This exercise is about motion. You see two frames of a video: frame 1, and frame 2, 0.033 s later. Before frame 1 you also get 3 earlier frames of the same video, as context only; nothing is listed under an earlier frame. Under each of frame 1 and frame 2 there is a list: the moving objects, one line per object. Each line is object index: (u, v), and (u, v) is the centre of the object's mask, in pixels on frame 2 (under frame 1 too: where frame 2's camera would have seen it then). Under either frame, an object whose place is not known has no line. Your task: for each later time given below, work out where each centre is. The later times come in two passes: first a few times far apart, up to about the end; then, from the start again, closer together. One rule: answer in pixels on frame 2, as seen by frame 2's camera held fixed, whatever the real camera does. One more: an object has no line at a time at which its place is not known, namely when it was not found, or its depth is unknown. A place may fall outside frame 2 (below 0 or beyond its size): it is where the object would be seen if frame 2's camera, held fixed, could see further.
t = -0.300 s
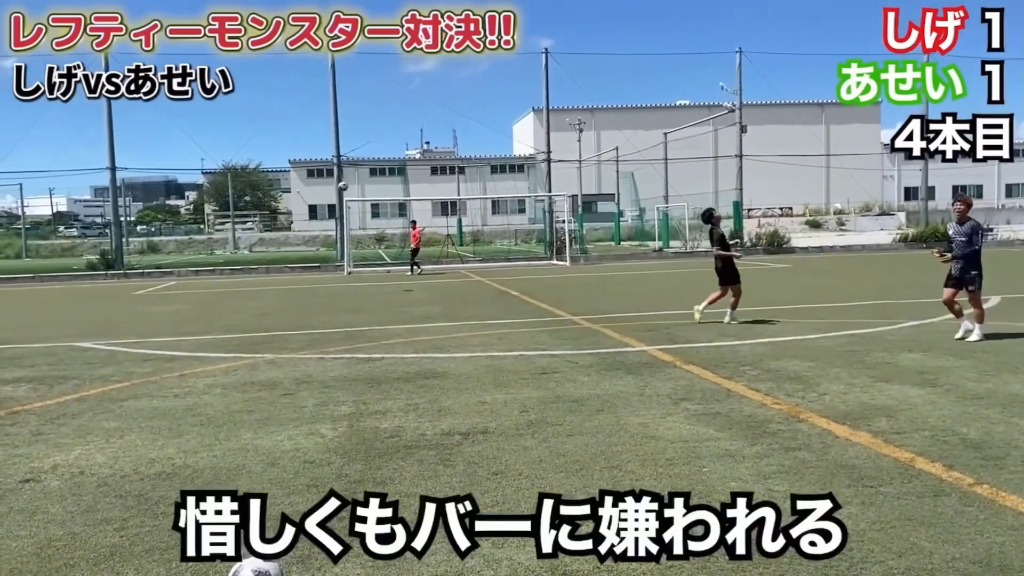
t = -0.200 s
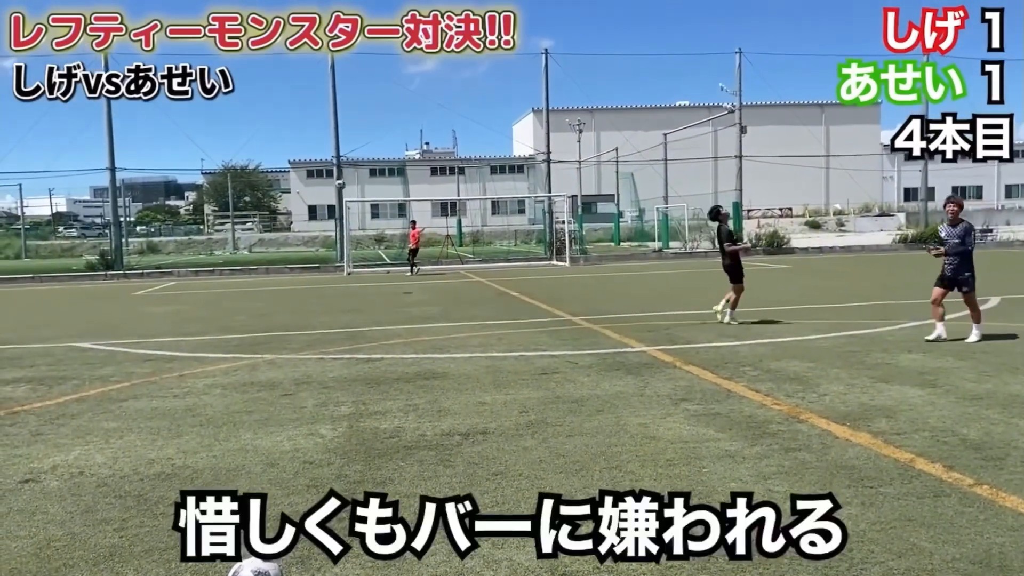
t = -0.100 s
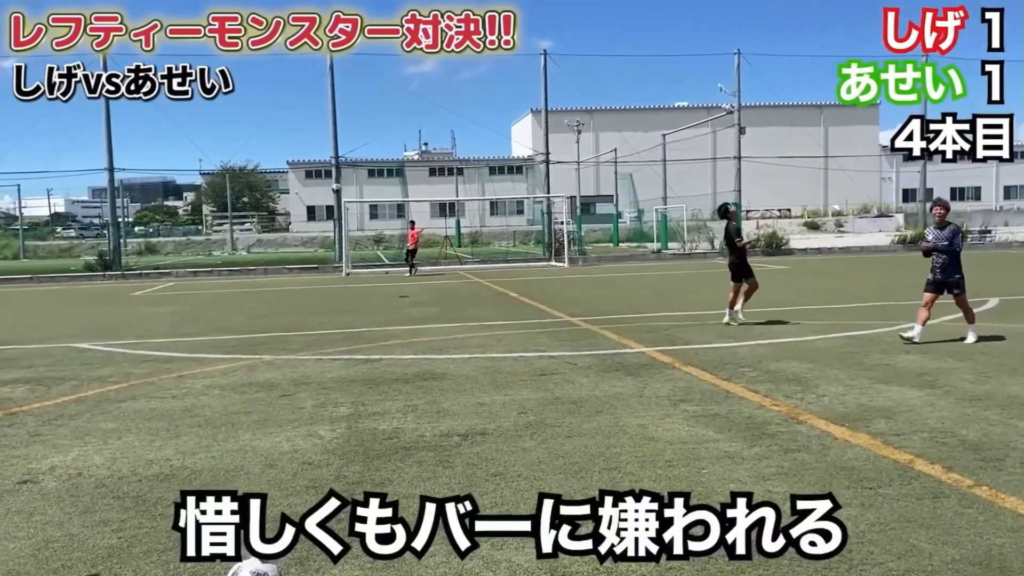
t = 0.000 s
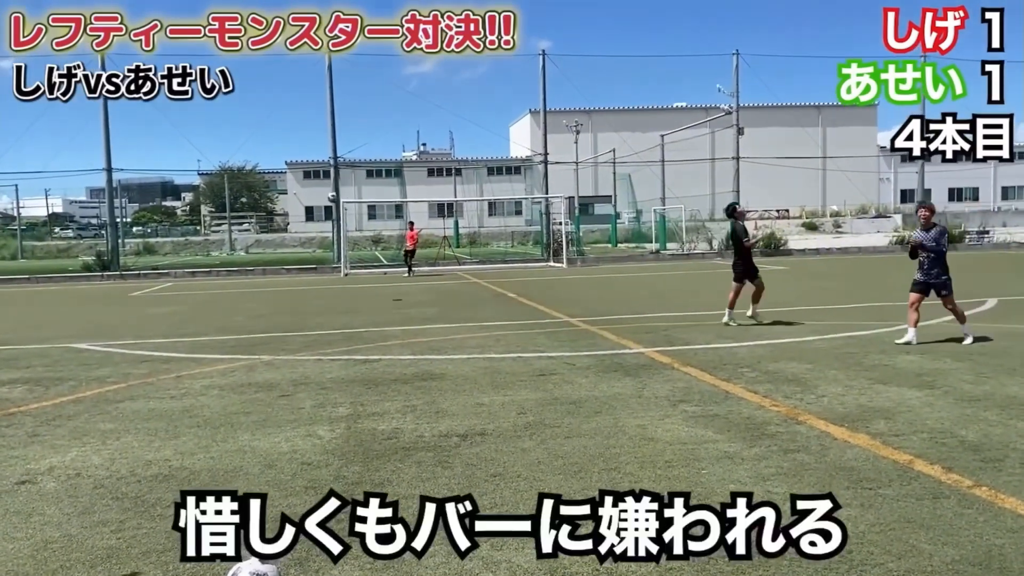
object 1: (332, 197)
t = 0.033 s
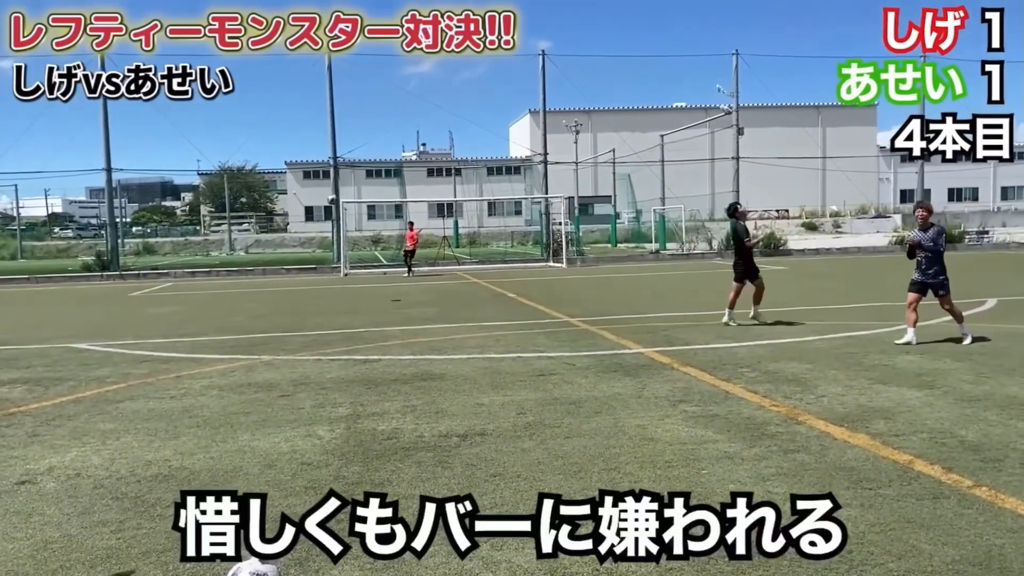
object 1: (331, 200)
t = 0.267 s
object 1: (328, 249)
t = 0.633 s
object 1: (317, 268)
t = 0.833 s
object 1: (309, 237)
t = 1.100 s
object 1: (297, 235)
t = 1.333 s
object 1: (282, 289)
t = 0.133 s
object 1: (330, 217)
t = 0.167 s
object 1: (329, 224)
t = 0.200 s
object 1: (329, 232)
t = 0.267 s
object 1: (328, 249)
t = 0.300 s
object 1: (327, 258)
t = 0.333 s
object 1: (327, 269)
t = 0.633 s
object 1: (317, 268)
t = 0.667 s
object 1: (315, 262)
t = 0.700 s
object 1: (314, 255)
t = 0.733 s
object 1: (313, 250)
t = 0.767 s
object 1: (312, 245)
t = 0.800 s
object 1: (310, 241)
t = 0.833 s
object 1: (309, 237)
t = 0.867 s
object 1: (307, 234)
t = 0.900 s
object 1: (306, 232)
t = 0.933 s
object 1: (304, 230)
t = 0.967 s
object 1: (303, 230)
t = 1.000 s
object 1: (301, 230)
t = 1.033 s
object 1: (300, 231)
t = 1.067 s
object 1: (299, 233)
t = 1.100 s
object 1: (297, 235)
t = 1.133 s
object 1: (295, 239)
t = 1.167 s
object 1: (294, 245)
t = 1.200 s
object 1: (291, 250)
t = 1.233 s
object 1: (289, 258)
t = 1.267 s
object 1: (287, 267)
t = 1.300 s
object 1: (285, 277)
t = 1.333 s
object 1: (282, 289)
